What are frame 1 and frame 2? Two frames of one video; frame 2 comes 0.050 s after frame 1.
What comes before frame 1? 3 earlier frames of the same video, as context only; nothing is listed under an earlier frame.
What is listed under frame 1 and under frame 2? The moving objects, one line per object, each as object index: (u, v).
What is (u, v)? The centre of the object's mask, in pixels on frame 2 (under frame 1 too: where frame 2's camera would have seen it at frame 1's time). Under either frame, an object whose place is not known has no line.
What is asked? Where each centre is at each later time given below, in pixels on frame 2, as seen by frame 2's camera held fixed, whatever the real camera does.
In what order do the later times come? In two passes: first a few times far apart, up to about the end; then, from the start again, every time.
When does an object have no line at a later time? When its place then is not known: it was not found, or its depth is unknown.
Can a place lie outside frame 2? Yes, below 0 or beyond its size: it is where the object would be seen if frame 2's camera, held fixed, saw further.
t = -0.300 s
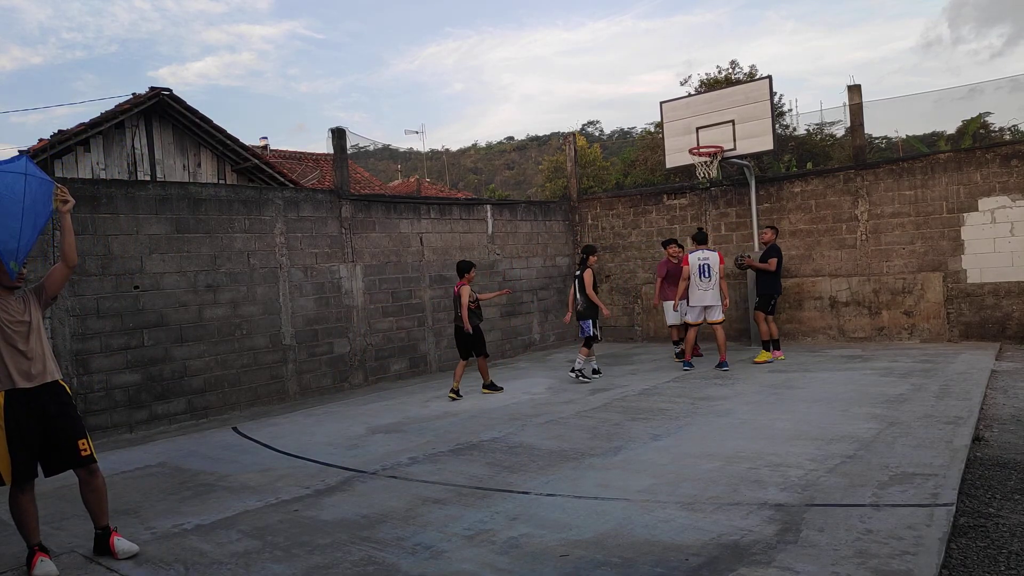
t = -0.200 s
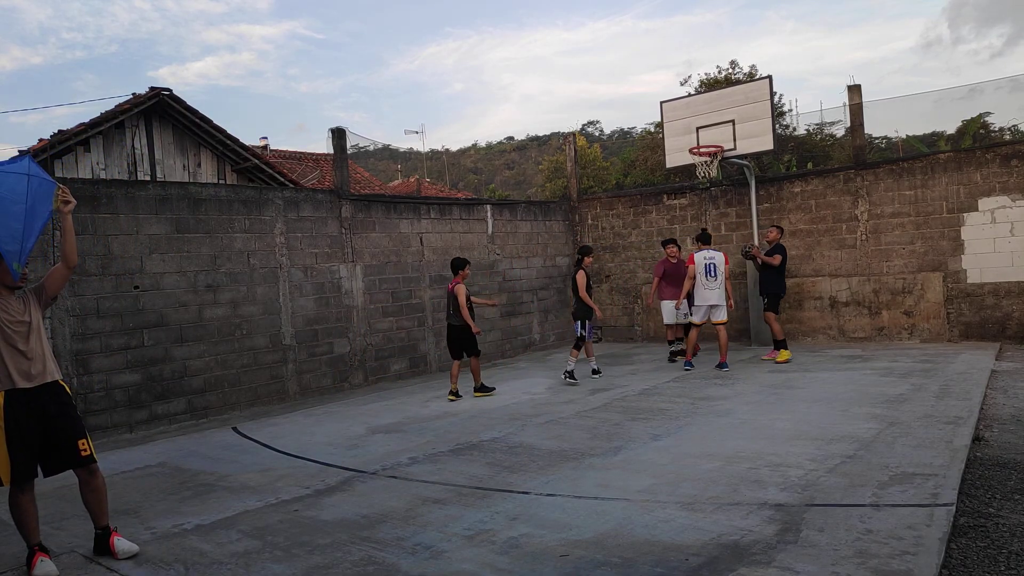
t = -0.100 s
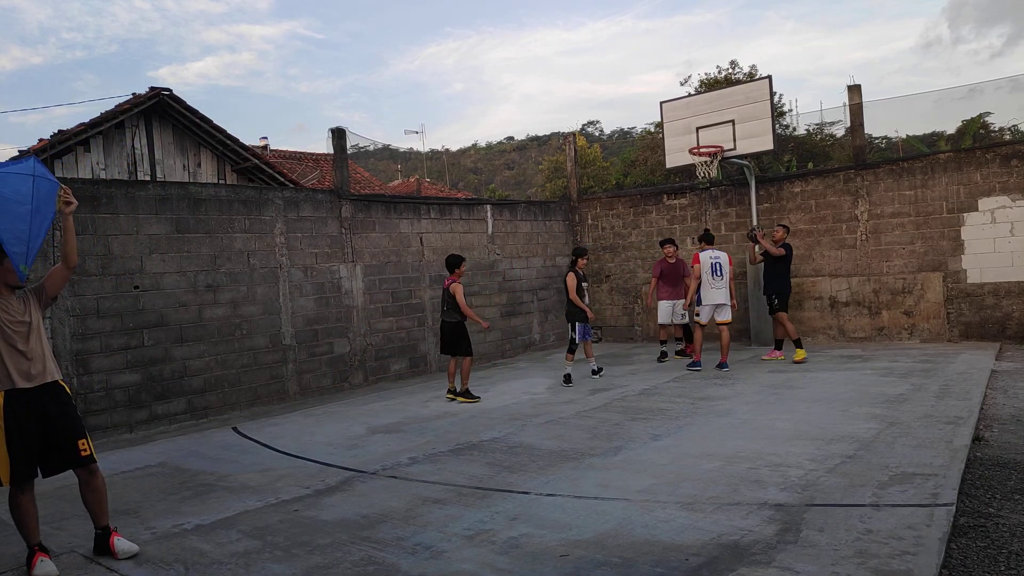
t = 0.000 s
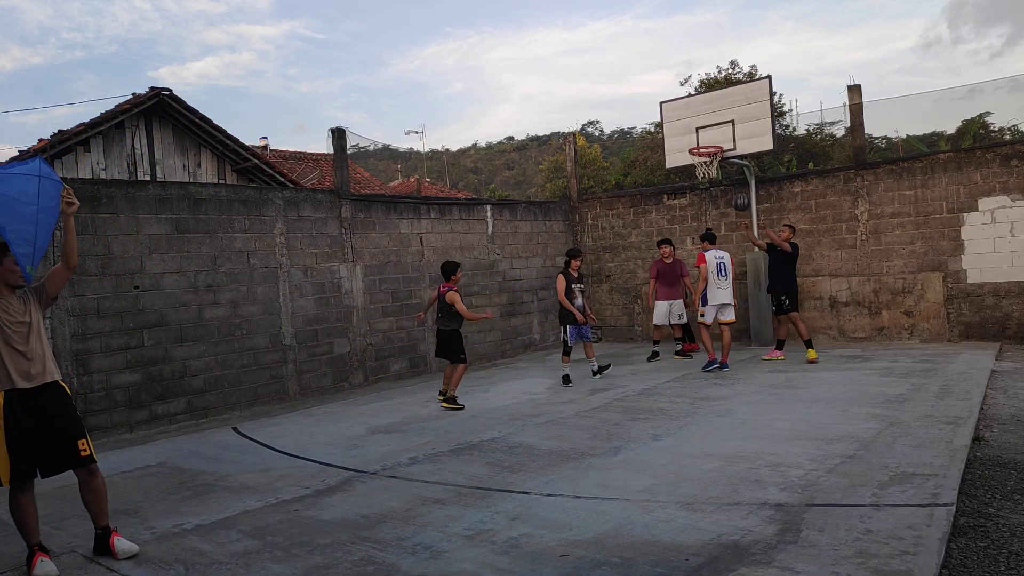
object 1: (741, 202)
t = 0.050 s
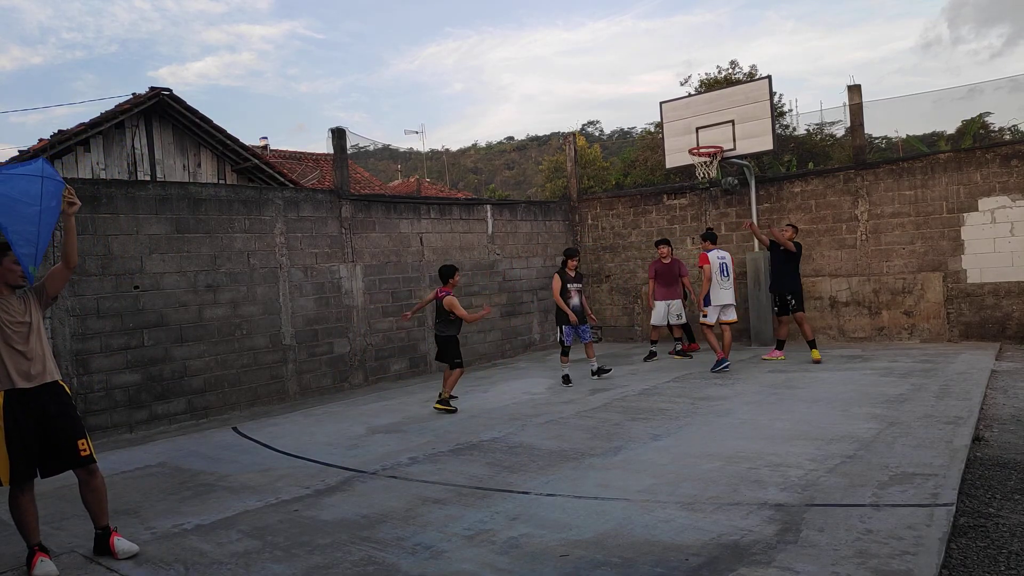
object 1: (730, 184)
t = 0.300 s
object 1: (667, 126)
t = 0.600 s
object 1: (583, 112)
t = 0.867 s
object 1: (498, 171)
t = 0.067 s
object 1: (726, 179)
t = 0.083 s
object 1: (723, 174)
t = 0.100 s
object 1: (718, 172)
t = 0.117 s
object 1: (714, 166)
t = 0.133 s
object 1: (709, 162)
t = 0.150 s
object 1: (705, 157)
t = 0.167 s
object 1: (700, 153)
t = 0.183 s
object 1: (697, 149)
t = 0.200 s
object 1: (693, 145)
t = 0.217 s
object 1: (689, 141)
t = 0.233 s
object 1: (684, 138)
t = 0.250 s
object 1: (680, 135)
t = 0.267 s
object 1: (676, 132)
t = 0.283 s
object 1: (671, 129)
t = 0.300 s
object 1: (667, 126)
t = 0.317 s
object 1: (663, 123)
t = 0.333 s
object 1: (658, 121)
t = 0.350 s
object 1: (654, 119)
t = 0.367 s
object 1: (649, 116)
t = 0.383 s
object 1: (645, 115)
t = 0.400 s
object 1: (640, 113)
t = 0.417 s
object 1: (636, 112)
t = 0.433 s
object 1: (631, 111)
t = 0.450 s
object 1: (626, 110)
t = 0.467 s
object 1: (622, 109)
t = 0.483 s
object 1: (617, 109)
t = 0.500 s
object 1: (612, 108)
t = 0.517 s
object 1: (608, 108)
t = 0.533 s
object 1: (603, 109)
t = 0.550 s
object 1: (598, 109)
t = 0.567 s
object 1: (593, 110)
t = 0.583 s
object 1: (588, 111)
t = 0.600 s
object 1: (583, 112)
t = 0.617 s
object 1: (578, 113)
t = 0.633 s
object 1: (573, 115)
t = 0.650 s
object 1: (568, 117)
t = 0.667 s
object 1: (563, 119)
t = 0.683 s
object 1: (557, 122)
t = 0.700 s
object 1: (552, 125)
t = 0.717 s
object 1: (547, 128)
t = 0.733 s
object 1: (542, 132)
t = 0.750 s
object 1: (536, 136)
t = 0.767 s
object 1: (531, 139)
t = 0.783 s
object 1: (526, 144)
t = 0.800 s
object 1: (520, 149)
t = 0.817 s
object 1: (515, 154)
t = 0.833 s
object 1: (509, 159)
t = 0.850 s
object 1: (503, 165)
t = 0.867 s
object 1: (498, 171)
